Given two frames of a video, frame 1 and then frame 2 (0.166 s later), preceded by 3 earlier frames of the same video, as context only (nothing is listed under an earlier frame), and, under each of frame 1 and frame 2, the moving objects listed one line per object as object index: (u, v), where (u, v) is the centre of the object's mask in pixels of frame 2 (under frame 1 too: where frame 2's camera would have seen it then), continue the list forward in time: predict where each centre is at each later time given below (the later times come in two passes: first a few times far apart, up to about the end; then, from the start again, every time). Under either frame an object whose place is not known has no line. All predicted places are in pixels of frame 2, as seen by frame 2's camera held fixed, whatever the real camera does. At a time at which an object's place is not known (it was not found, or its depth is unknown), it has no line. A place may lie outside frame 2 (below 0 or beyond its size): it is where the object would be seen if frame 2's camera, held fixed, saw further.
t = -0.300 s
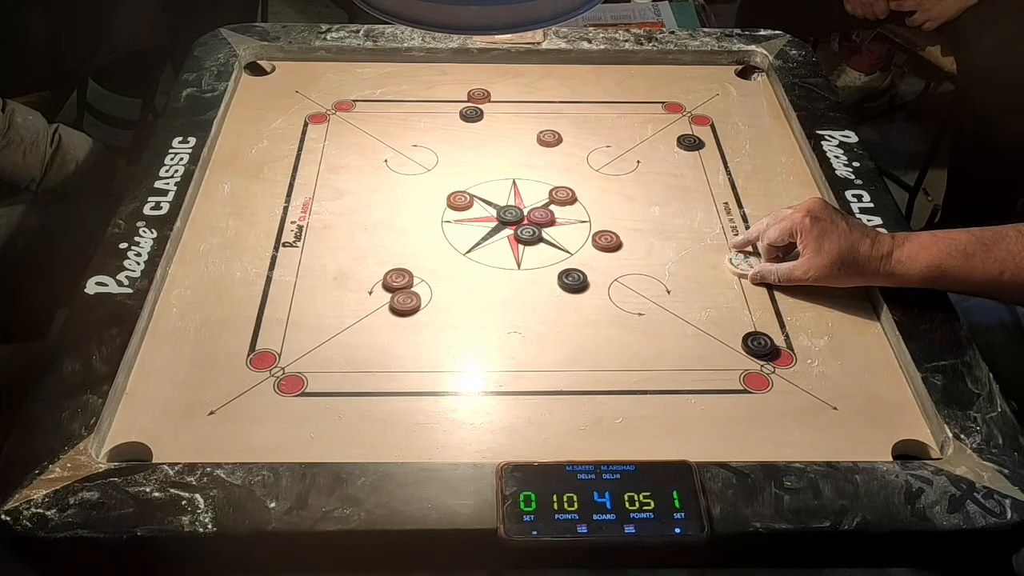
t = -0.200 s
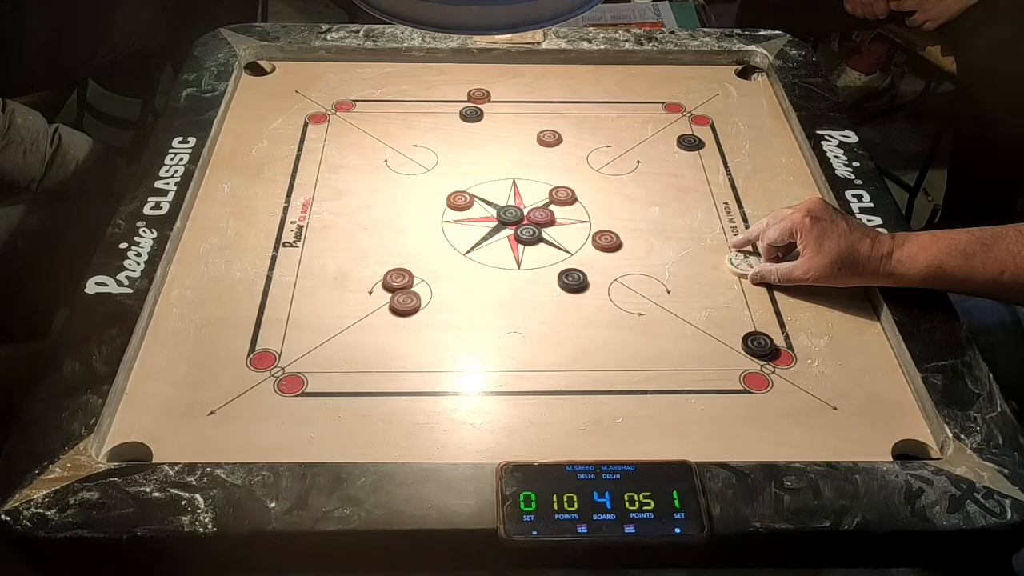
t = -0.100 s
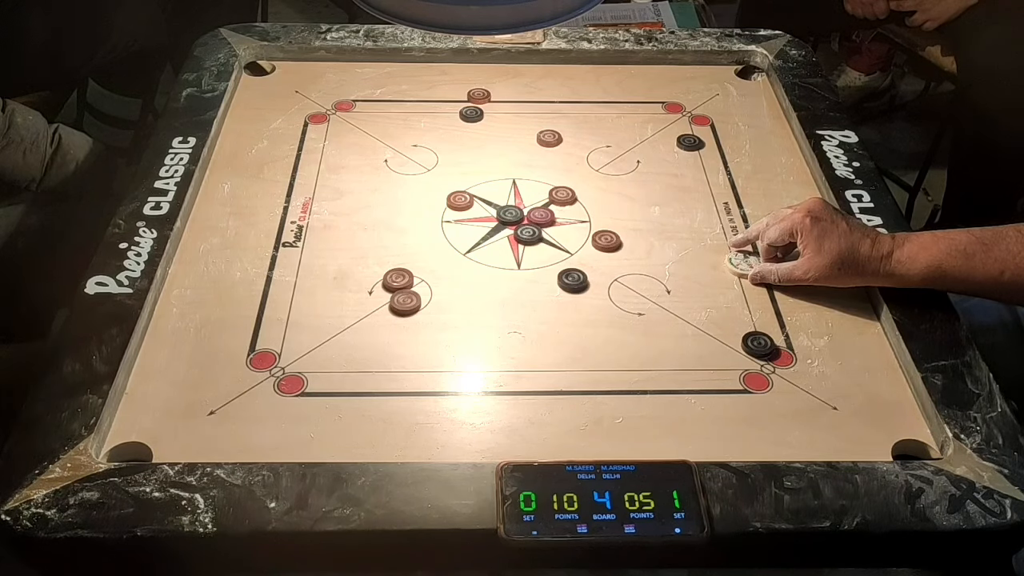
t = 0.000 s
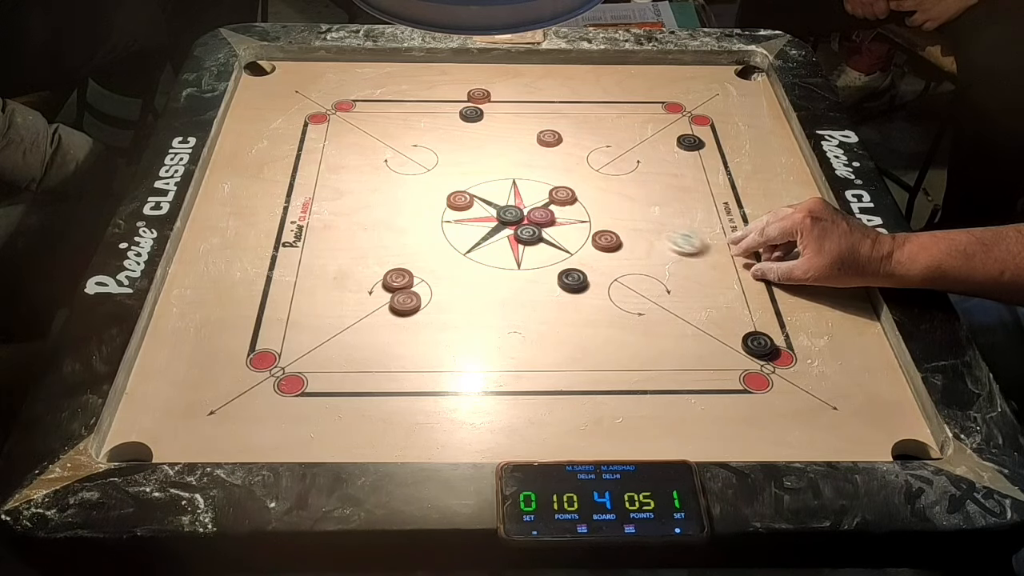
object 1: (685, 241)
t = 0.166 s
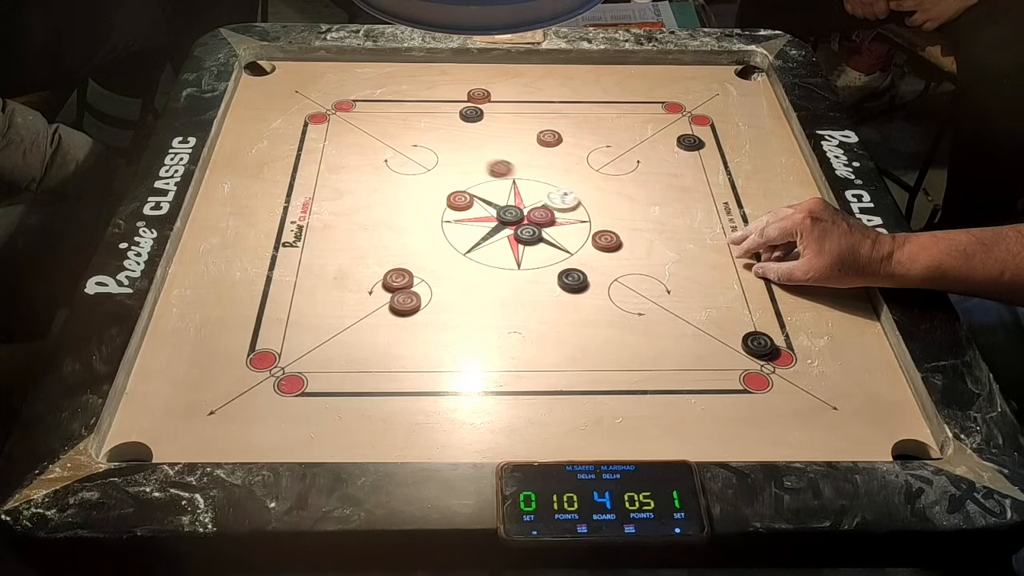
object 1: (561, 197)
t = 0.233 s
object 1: (540, 190)
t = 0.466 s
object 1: (503, 178)
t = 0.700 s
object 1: (503, 178)
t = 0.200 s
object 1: (550, 193)
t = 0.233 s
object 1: (540, 190)
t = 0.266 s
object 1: (530, 187)
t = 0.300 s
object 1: (523, 184)
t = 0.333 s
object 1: (516, 183)
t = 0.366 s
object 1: (511, 181)
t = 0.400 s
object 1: (507, 179)
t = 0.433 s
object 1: (505, 179)
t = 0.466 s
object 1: (503, 178)
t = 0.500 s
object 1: (503, 178)
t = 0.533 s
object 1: (503, 178)
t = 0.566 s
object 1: (503, 178)
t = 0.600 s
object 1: (503, 178)
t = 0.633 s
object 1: (503, 178)
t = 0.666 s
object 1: (503, 178)
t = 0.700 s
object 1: (503, 178)
